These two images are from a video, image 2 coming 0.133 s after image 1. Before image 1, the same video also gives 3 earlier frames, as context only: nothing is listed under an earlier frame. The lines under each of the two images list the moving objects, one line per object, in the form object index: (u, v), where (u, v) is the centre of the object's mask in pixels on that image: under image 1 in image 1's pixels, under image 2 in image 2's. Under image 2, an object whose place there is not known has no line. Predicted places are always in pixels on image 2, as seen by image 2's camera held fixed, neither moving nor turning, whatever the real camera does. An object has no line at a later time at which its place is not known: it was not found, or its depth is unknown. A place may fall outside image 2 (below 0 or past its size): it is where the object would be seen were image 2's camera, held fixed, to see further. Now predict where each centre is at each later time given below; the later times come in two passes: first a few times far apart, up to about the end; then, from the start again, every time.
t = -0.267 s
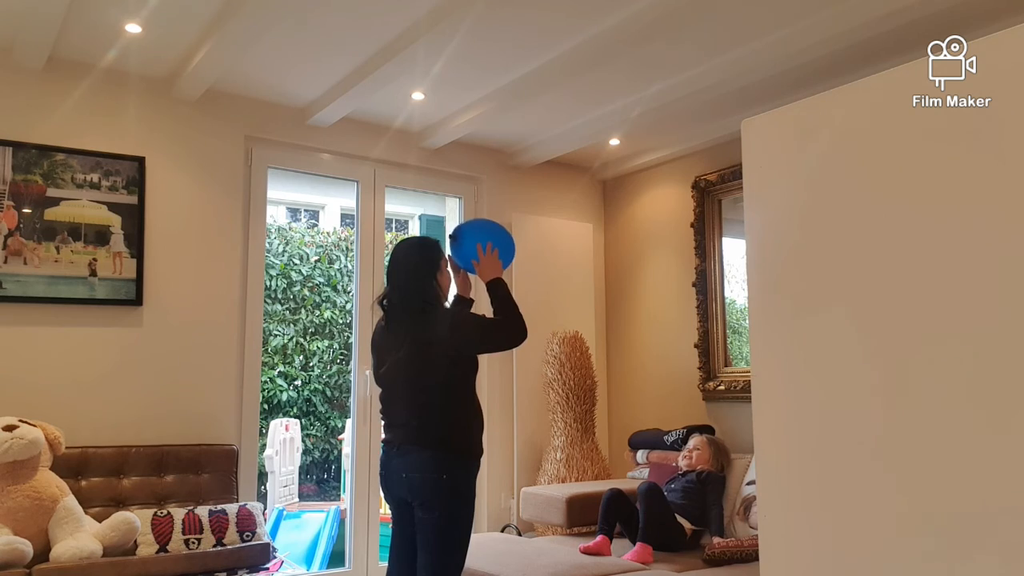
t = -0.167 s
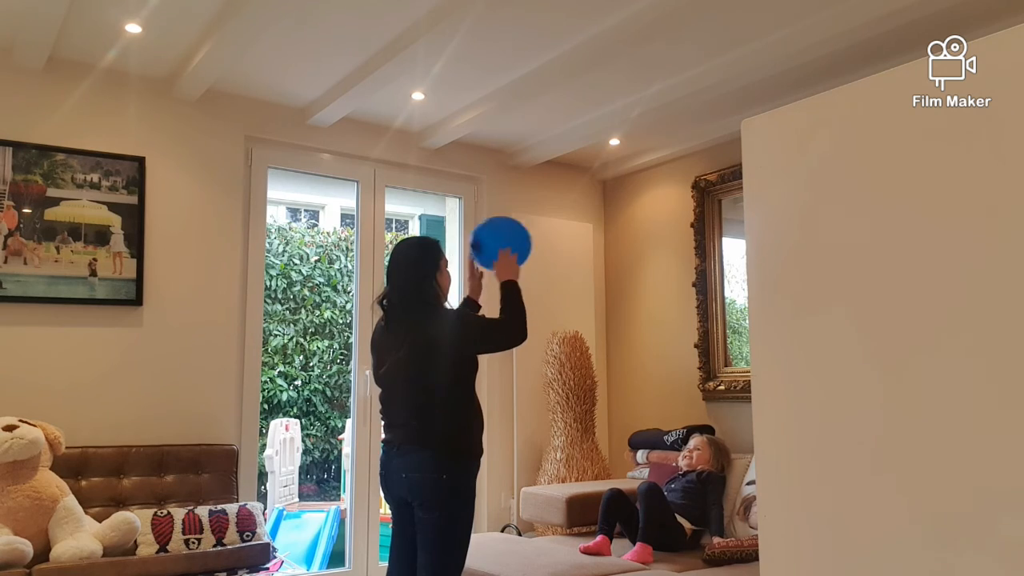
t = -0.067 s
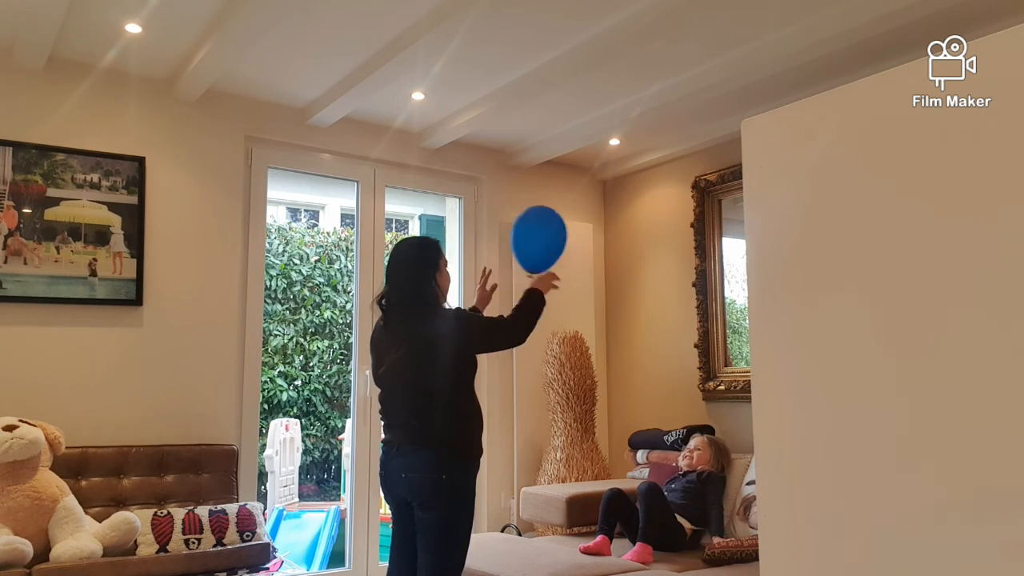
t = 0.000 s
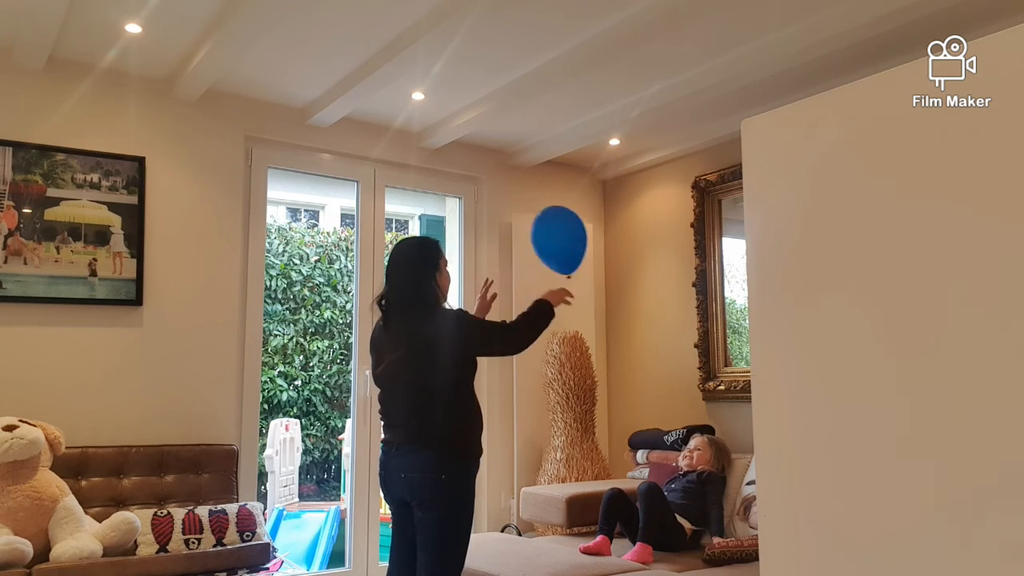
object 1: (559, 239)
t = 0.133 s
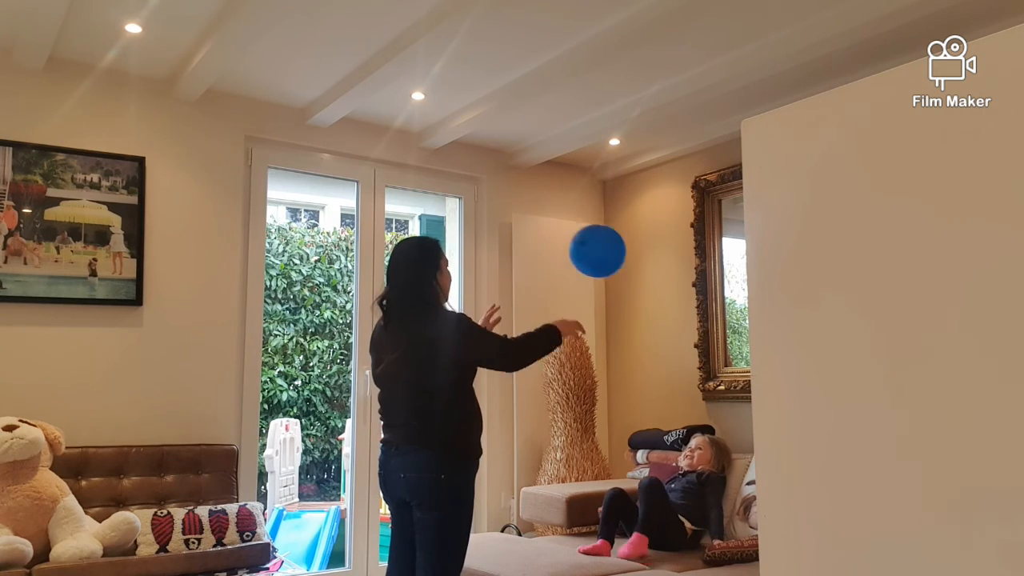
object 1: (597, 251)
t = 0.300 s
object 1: (640, 274)
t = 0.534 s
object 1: (681, 321)
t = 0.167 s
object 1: (607, 255)
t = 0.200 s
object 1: (615, 259)
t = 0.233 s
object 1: (624, 264)
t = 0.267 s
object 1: (632, 269)
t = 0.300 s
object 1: (640, 274)
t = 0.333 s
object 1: (647, 279)
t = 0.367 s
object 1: (654, 285)
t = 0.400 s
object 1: (660, 291)
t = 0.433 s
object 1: (666, 298)
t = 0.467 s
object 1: (672, 305)
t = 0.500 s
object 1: (677, 313)
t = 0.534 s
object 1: (681, 321)
